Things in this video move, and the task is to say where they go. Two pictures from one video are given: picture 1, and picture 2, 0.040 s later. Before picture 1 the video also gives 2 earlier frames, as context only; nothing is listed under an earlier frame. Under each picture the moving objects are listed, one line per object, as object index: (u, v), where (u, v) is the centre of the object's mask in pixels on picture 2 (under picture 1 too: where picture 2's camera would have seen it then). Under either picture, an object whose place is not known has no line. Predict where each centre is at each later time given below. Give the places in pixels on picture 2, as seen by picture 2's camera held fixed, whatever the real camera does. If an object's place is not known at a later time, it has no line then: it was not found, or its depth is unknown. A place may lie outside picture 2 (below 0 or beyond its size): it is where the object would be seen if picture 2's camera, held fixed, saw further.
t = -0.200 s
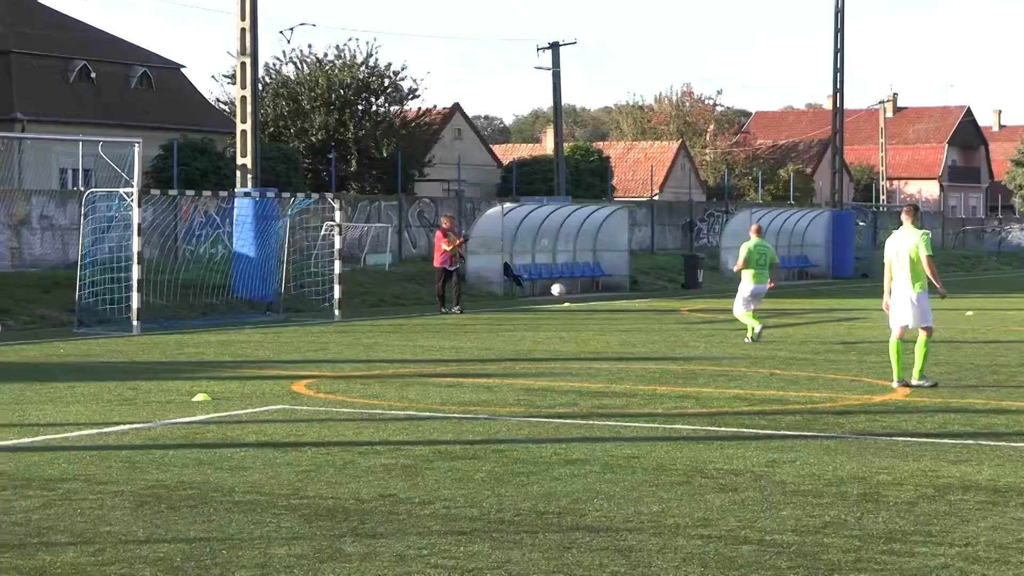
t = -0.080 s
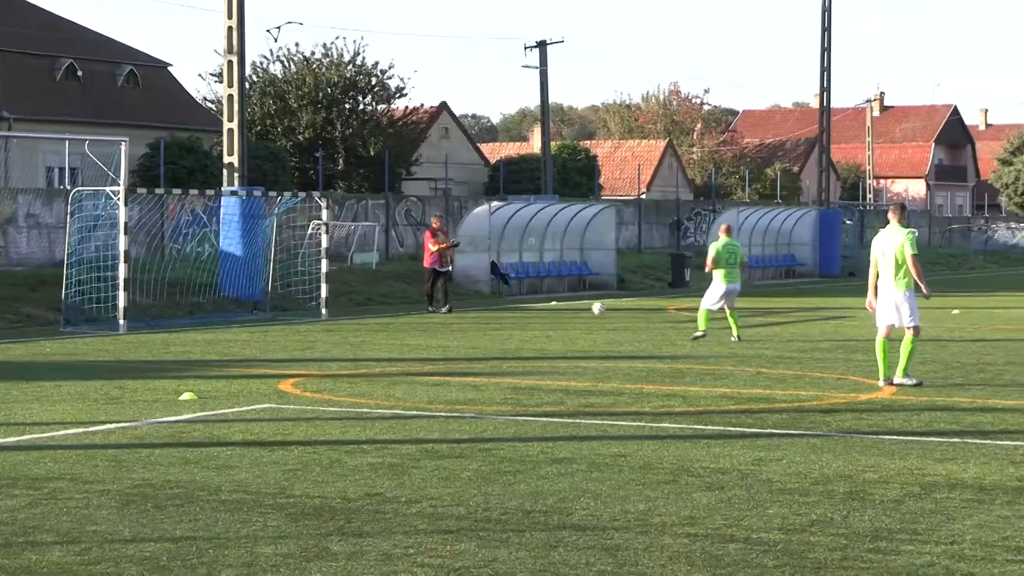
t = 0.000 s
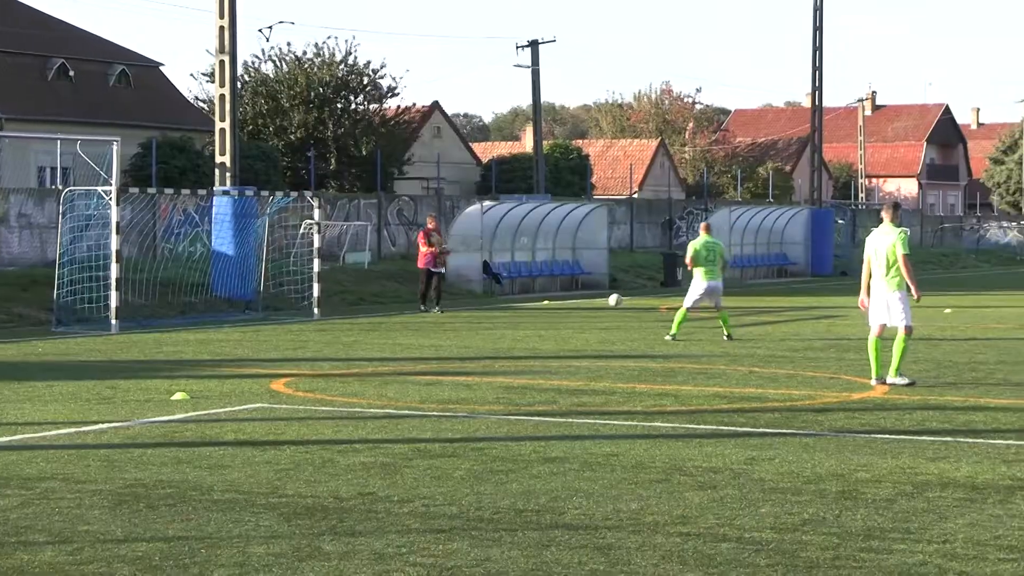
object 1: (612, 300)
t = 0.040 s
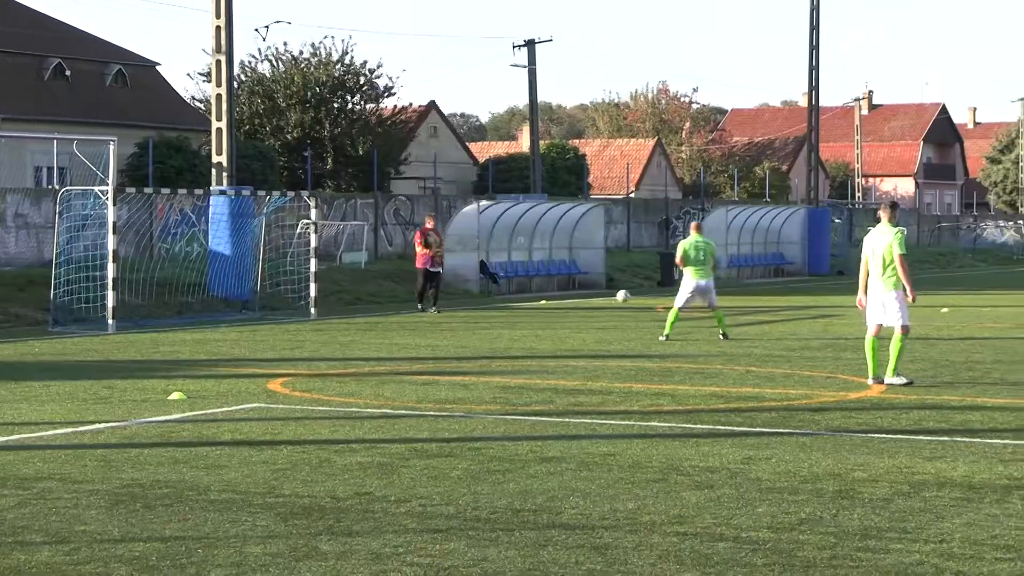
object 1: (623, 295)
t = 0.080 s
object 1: (634, 292)
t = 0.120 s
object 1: (645, 291)
